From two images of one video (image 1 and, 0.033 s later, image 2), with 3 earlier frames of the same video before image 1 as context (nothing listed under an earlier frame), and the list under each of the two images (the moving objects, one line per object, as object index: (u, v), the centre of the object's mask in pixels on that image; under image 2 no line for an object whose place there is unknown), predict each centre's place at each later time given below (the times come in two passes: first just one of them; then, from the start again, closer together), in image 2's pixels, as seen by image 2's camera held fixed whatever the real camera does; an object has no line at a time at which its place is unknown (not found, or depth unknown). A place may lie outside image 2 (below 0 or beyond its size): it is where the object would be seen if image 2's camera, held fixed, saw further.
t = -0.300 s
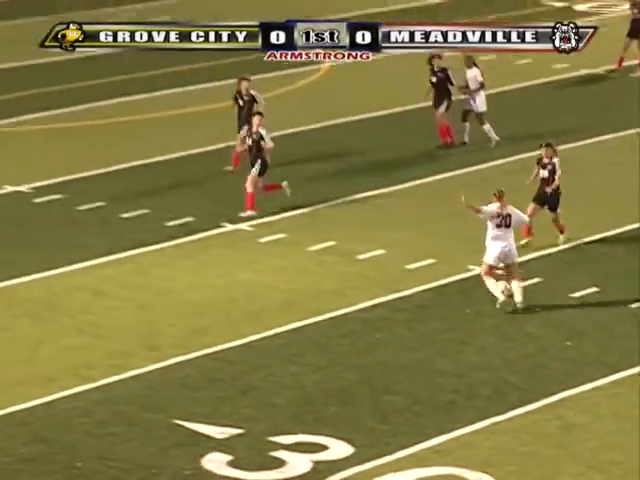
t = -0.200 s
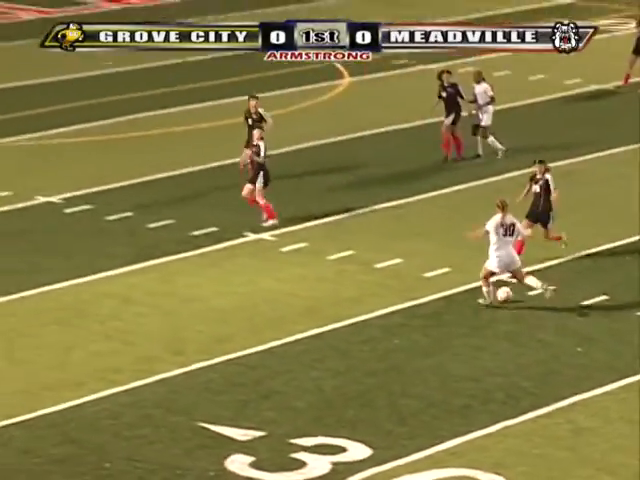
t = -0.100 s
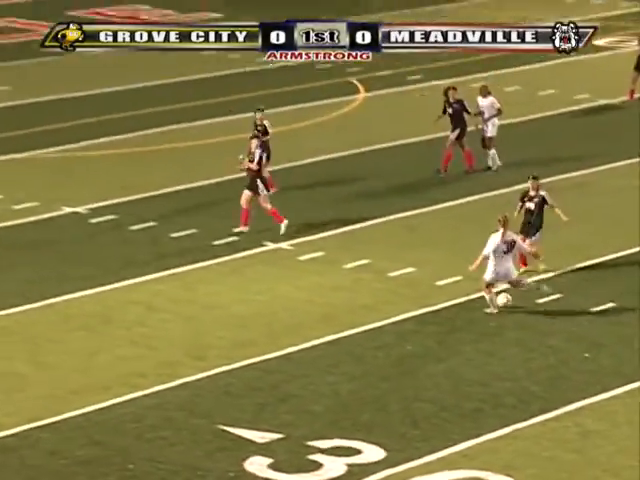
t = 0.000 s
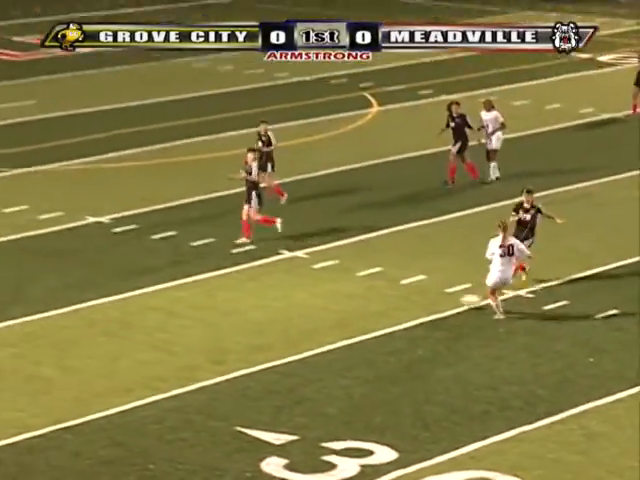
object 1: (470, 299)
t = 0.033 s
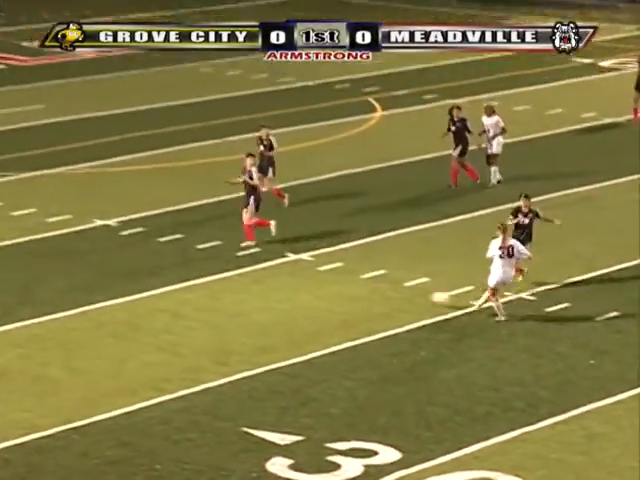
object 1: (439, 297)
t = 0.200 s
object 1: (285, 286)
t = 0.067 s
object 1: (409, 293)
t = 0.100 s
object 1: (377, 290)
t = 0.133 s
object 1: (346, 288)
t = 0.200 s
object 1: (285, 286)
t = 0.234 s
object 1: (255, 283)
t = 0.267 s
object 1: (229, 278)
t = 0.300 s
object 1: (202, 276)
